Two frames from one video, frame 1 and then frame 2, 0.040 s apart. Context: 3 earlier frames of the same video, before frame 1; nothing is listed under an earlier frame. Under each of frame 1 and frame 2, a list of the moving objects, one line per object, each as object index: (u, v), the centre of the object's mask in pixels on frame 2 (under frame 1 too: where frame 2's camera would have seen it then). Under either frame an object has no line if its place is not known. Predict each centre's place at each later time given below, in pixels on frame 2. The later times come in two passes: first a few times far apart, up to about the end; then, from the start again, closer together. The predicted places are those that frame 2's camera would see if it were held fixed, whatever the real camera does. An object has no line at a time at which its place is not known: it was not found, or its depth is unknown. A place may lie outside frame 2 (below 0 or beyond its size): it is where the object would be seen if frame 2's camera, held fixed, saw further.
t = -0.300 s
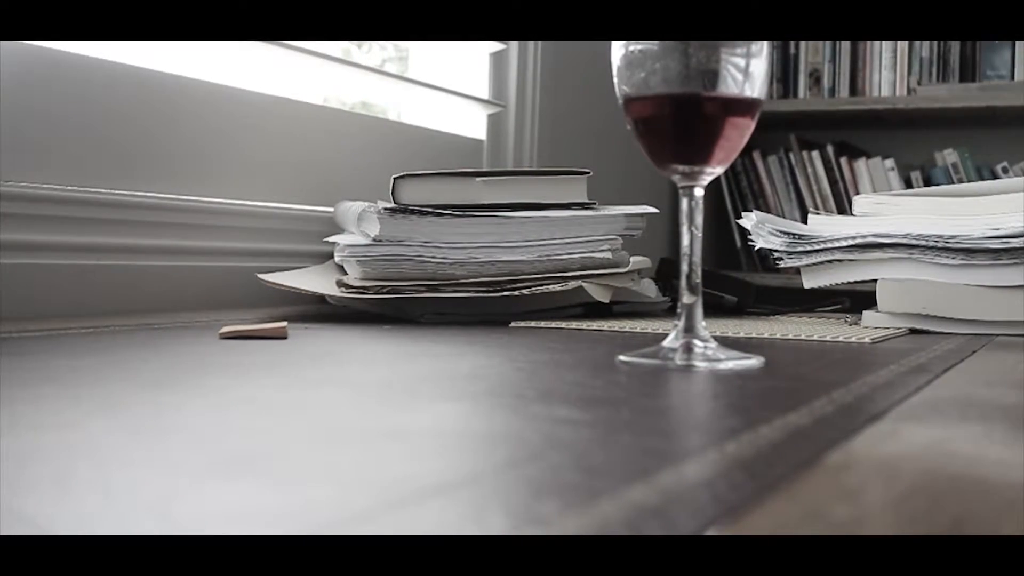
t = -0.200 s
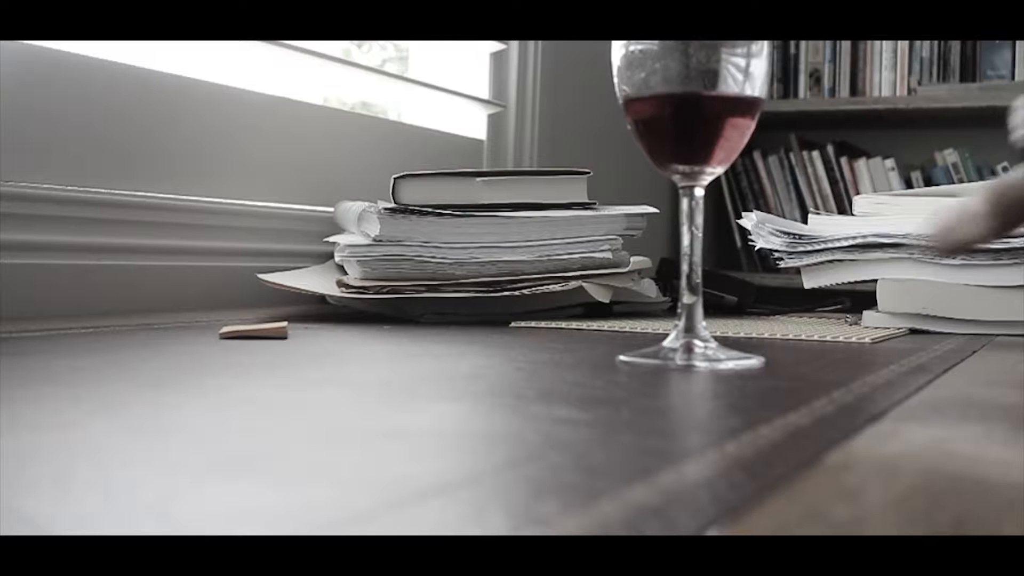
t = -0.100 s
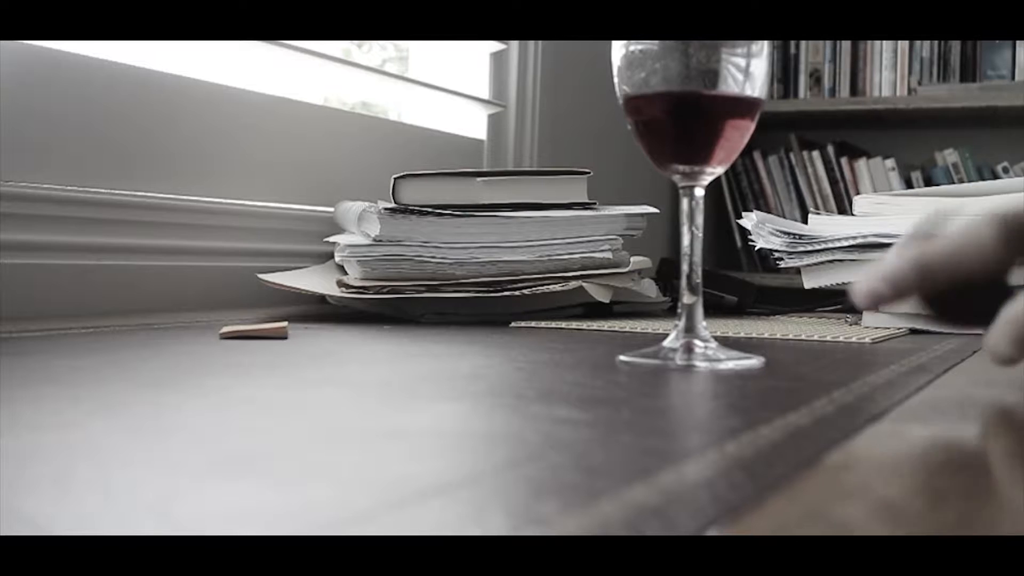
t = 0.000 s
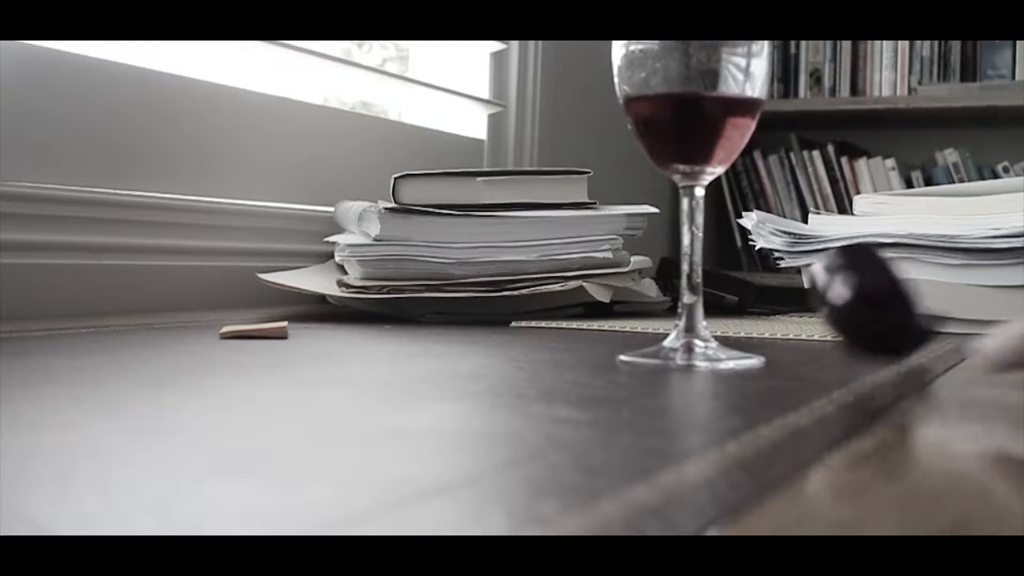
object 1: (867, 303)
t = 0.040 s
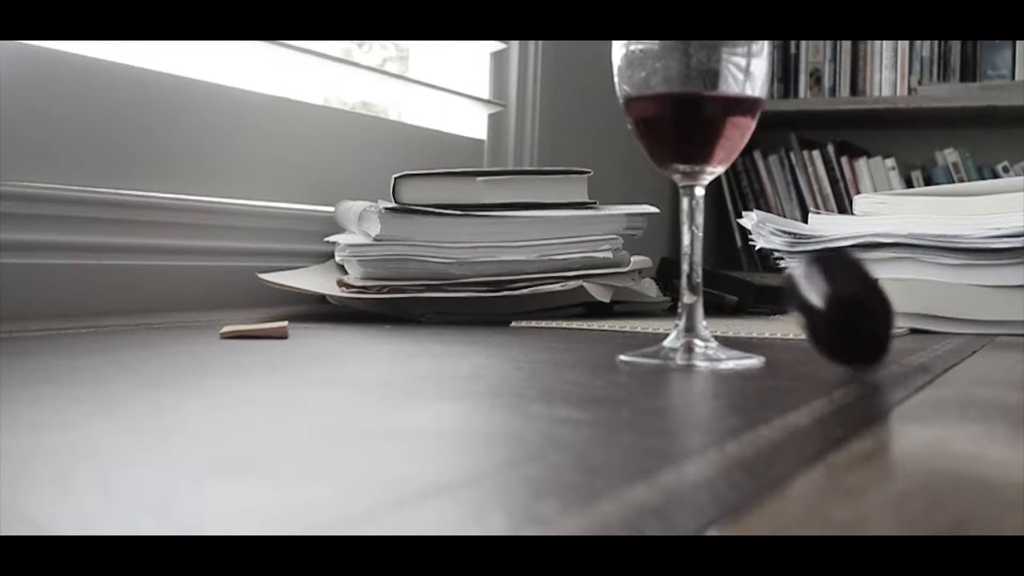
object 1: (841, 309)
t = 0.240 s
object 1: (720, 322)
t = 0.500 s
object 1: (714, 332)
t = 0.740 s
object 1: (696, 334)
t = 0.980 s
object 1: (698, 334)
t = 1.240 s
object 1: (701, 334)
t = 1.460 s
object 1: (699, 334)
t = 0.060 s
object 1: (831, 312)
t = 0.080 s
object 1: (818, 323)
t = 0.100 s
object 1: (803, 329)
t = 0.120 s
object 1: (784, 332)
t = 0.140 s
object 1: (768, 327)
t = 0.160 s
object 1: (755, 323)
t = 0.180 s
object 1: (731, 325)
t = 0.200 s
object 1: (729, 322)
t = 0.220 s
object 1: (726, 320)
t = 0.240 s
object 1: (720, 322)
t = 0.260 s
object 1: (716, 322)
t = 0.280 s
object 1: (714, 324)
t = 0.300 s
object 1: (713, 325)
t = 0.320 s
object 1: (712, 329)
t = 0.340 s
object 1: (713, 332)
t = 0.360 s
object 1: (718, 330)
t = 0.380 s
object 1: (723, 329)
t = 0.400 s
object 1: (725, 329)
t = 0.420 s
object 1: (726, 328)
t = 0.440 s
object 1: (725, 328)
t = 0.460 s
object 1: (723, 329)
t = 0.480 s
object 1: (719, 330)
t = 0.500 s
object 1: (714, 332)
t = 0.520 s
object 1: (708, 333)
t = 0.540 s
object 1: (704, 332)
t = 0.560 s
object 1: (701, 331)
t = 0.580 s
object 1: (700, 331)
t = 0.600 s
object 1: (699, 333)
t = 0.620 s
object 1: (700, 333)
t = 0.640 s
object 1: (702, 332)
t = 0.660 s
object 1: (703, 332)
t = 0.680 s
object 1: (703, 332)
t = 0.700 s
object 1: (701, 333)
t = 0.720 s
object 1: (698, 334)
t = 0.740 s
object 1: (696, 334)
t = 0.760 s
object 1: (696, 333)
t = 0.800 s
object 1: (698, 334)
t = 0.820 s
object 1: (700, 334)
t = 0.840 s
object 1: (701, 334)
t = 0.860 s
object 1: (702, 333)
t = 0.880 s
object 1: (702, 333)
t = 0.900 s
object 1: (700, 334)
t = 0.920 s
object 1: (698, 334)
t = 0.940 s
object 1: (697, 334)
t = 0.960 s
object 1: (697, 334)
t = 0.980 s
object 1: (698, 334)
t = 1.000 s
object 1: (699, 334)
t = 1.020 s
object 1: (700, 334)
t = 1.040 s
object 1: (701, 333)
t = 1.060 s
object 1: (701, 333)
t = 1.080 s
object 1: (700, 334)
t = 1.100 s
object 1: (699, 334)
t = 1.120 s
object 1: (698, 334)
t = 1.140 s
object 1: (697, 334)
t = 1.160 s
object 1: (698, 334)
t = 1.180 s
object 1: (699, 334)
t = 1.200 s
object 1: (700, 334)
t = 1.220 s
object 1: (701, 334)
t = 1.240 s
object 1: (701, 334)
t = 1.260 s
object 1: (700, 333)
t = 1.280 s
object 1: (700, 334)
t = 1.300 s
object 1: (699, 333)
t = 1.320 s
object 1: (699, 334)
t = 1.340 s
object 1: (699, 334)
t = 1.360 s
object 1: (700, 334)
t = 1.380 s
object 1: (701, 333)
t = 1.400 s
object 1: (701, 334)
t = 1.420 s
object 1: (701, 334)
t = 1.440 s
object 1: (700, 334)
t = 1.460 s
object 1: (699, 334)
